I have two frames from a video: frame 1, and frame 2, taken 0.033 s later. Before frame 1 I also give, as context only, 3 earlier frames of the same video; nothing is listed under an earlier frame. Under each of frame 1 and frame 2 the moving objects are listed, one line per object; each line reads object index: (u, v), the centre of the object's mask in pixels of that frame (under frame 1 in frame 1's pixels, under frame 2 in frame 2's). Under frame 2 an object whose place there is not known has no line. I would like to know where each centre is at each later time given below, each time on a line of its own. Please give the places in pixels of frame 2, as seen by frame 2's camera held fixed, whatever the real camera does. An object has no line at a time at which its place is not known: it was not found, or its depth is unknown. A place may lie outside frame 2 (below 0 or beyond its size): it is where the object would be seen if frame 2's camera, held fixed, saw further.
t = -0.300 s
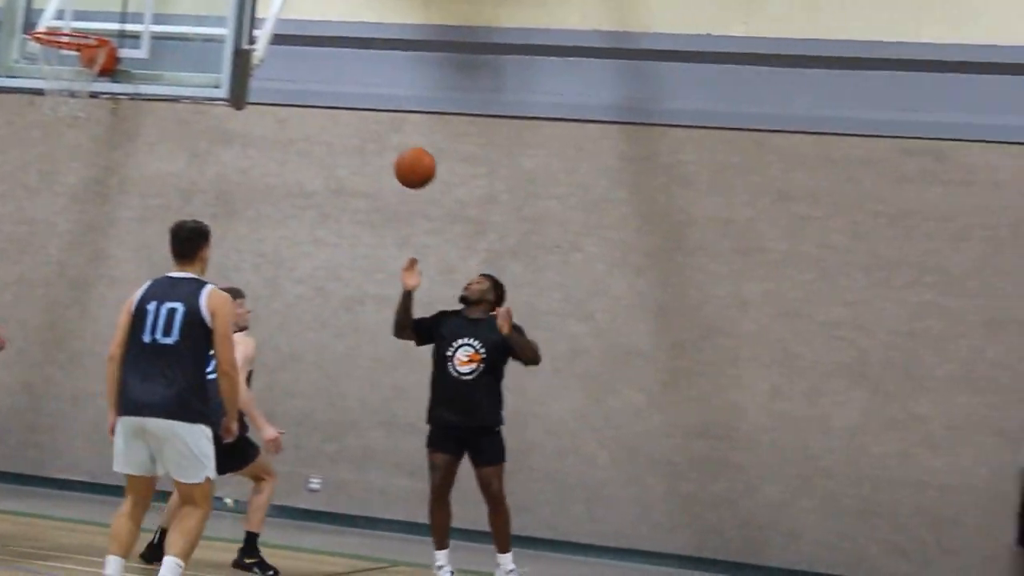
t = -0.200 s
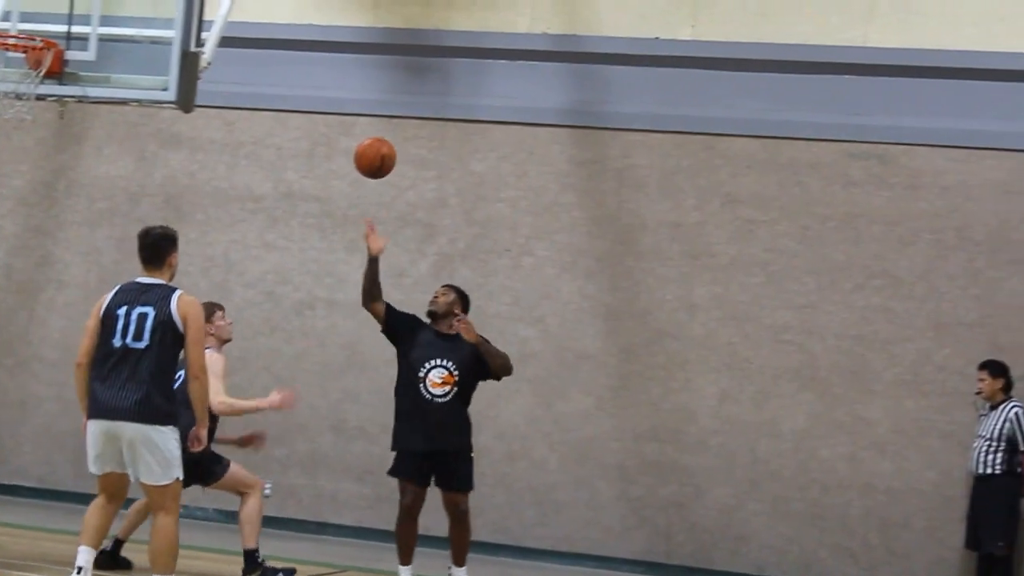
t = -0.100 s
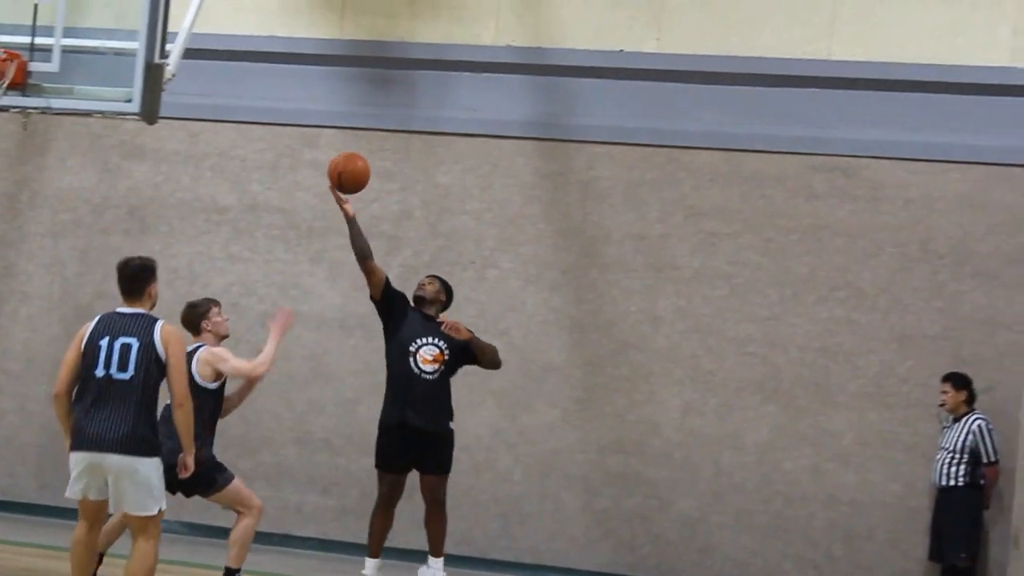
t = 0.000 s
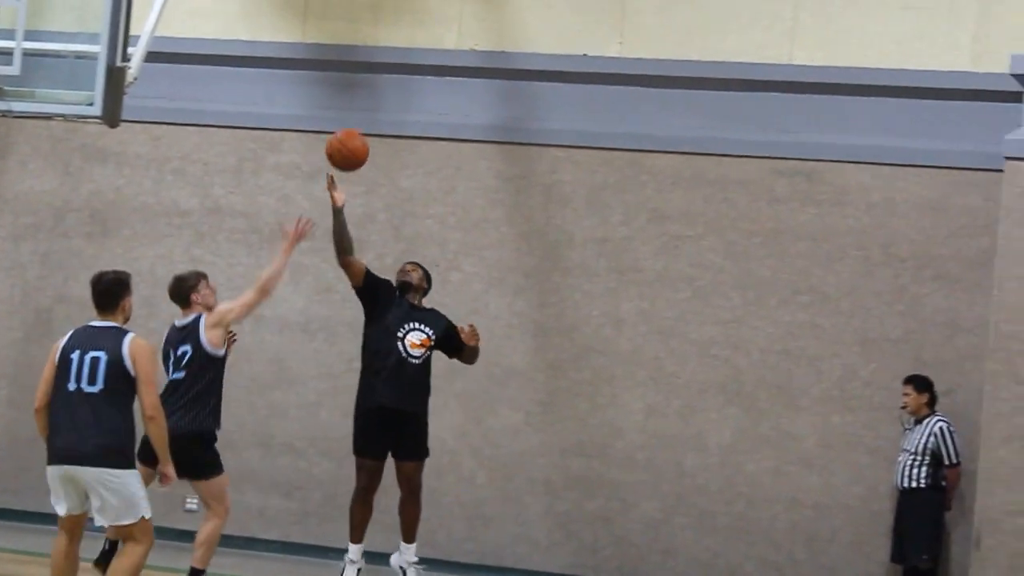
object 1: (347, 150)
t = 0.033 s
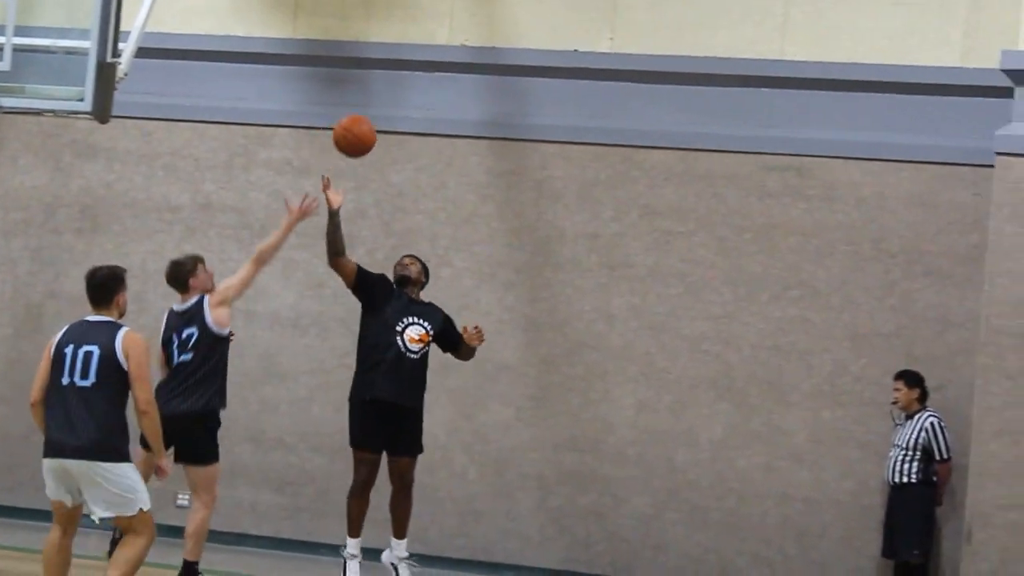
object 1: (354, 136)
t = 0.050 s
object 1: (363, 131)
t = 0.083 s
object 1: (380, 125)
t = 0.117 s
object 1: (396, 119)
